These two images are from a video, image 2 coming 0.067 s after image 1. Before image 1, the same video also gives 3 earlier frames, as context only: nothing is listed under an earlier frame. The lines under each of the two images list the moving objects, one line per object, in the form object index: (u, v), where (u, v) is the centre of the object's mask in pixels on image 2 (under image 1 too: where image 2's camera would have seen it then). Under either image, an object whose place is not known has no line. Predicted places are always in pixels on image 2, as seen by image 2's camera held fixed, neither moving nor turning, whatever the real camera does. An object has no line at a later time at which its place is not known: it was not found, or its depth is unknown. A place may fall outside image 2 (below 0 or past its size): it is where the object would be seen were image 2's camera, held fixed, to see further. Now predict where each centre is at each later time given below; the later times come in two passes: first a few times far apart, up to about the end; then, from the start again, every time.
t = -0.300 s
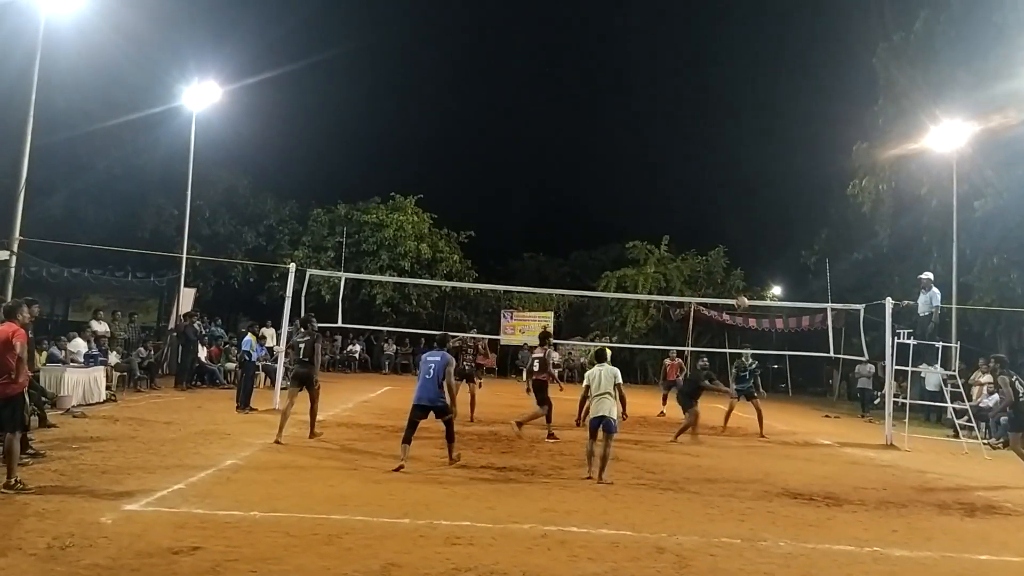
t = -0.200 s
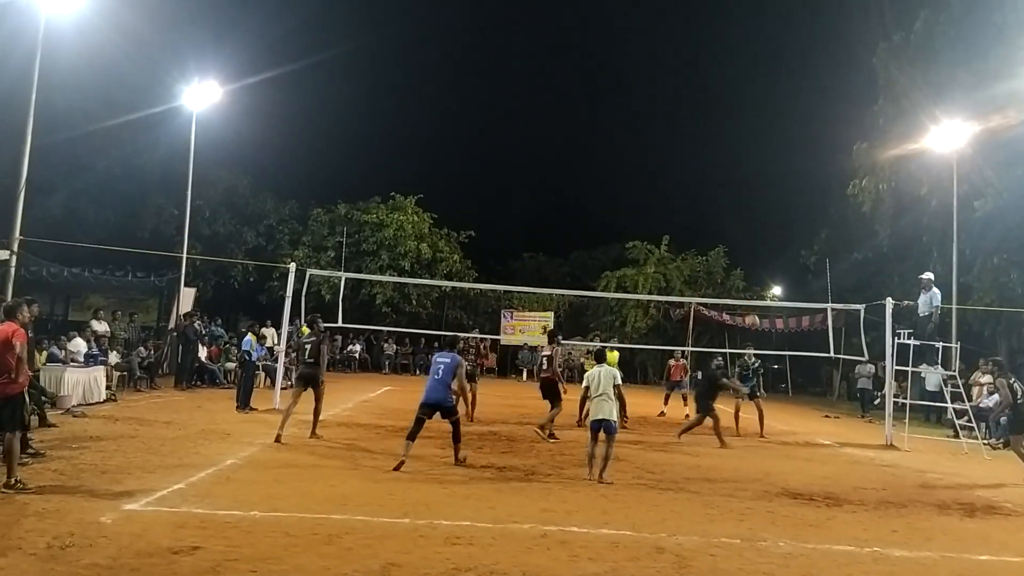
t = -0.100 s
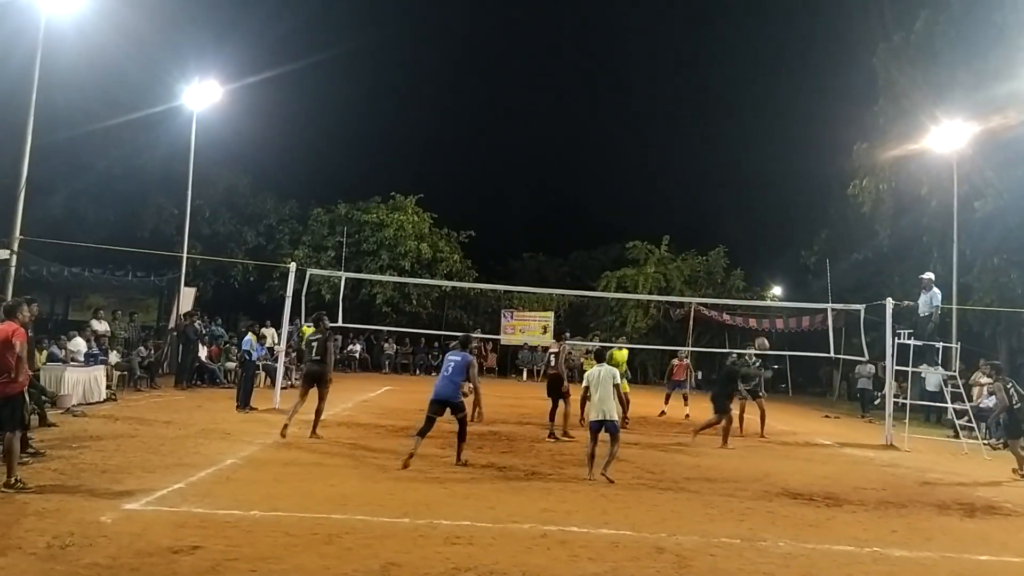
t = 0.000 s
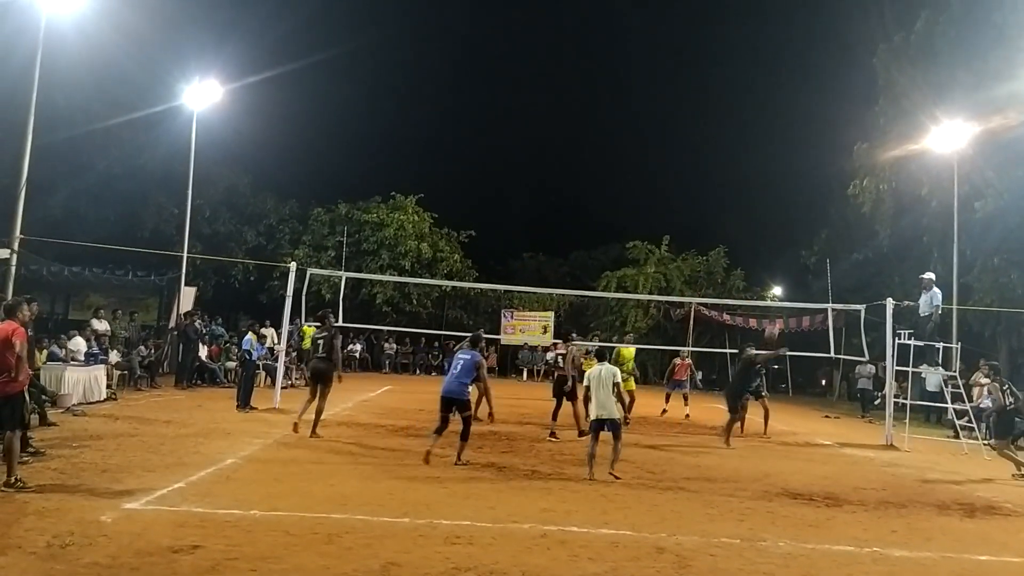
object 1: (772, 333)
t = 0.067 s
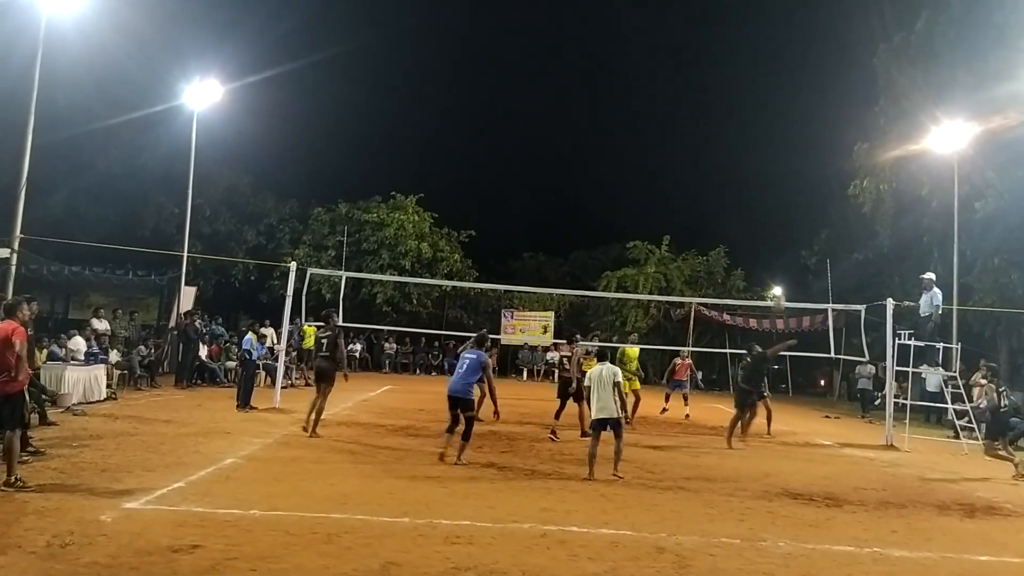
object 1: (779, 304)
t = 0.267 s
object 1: (797, 236)
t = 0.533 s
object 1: (820, 185)
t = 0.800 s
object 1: (839, 175)
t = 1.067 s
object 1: (855, 205)
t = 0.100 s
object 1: (782, 290)
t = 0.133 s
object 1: (785, 277)
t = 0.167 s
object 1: (788, 266)
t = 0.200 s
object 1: (791, 255)
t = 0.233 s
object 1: (794, 245)
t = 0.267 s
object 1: (797, 236)
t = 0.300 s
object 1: (800, 227)
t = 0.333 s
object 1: (803, 218)
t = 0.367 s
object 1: (806, 211)
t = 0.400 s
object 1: (809, 205)
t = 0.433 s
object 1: (812, 199)
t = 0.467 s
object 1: (814, 193)
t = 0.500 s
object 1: (817, 189)
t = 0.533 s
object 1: (820, 185)
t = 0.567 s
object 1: (822, 181)
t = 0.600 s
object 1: (825, 179)
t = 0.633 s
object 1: (827, 177)
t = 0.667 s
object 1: (830, 175)
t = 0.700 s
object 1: (832, 174)
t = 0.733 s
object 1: (835, 173)
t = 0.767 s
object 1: (837, 174)
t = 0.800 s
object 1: (839, 175)
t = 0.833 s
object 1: (841, 176)
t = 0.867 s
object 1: (843, 178)
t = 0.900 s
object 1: (845, 182)
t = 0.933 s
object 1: (847, 185)
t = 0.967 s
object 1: (849, 189)
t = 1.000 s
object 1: (851, 194)
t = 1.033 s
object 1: (853, 199)
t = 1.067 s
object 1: (855, 205)
